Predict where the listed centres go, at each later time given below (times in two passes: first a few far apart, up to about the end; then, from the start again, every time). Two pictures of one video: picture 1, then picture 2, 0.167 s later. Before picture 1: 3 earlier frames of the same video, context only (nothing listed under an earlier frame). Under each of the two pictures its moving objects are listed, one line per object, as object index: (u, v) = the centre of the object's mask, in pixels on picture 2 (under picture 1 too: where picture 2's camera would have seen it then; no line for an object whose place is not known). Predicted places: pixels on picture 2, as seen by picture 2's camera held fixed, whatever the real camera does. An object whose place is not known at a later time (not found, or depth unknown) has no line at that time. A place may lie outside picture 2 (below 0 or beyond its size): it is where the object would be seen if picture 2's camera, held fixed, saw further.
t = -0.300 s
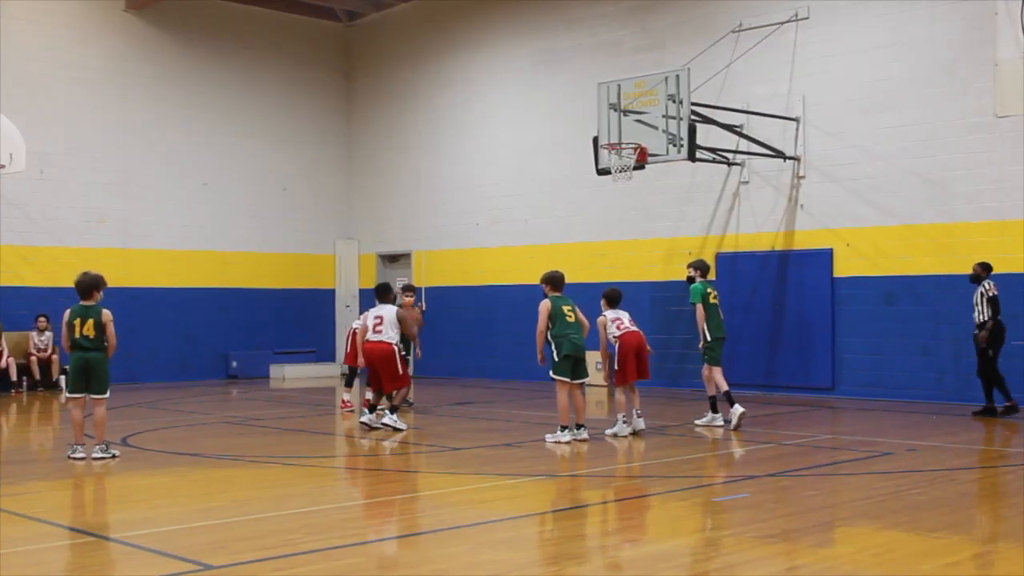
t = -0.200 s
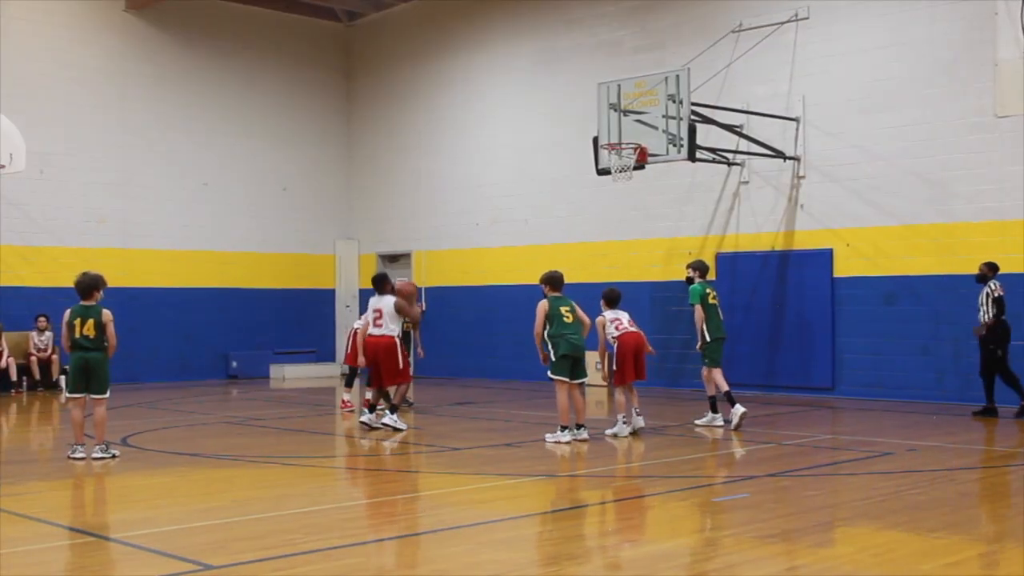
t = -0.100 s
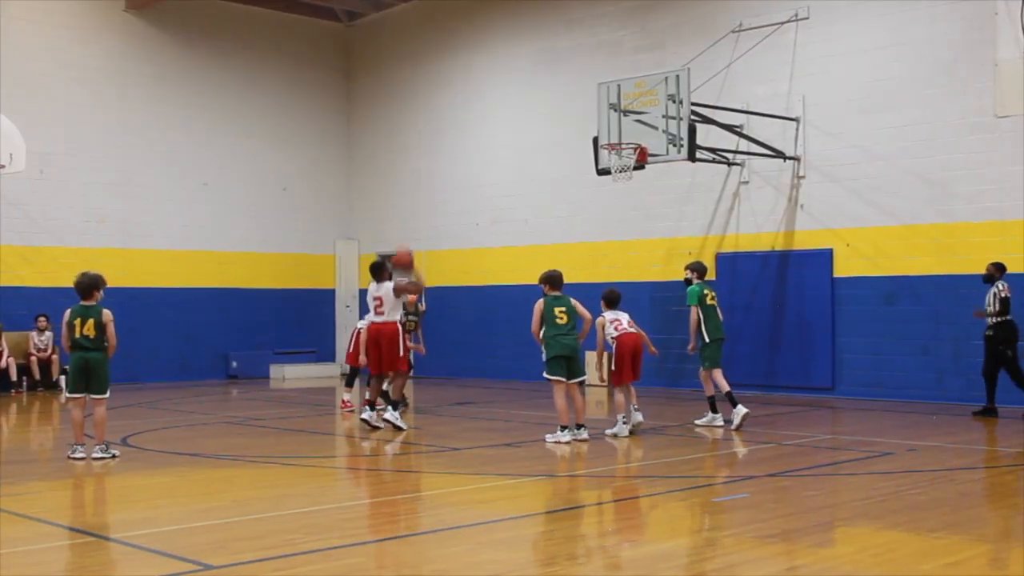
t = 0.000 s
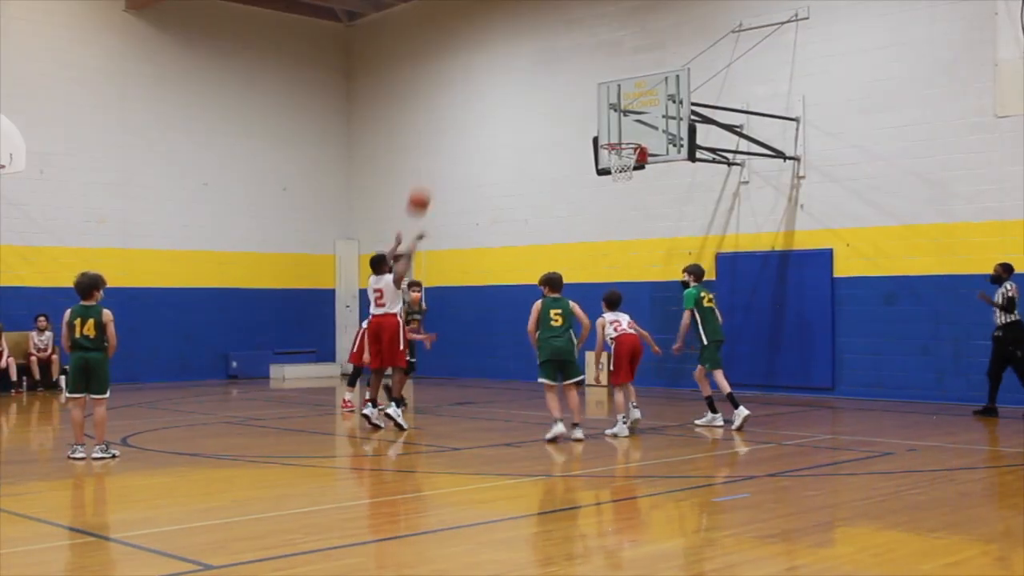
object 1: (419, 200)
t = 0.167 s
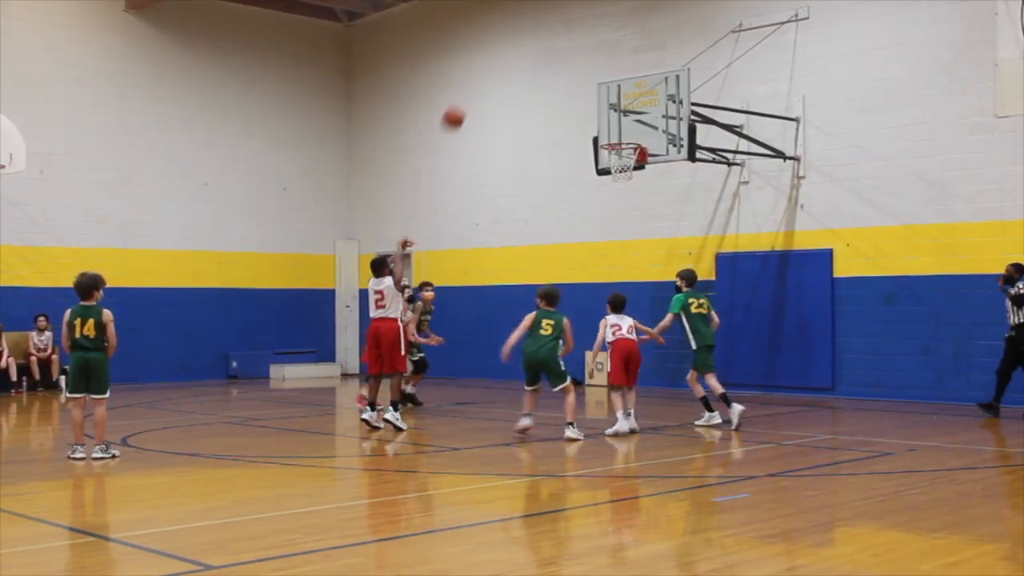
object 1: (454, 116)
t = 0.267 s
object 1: (473, 81)
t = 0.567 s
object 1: (529, 33)
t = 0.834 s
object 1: (574, 57)
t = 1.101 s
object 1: (618, 136)
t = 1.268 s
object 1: (631, 166)
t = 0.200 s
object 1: (460, 104)
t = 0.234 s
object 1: (467, 92)
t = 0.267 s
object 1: (473, 81)
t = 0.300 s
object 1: (480, 72)
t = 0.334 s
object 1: (486, 64)
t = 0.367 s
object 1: (492, 56)
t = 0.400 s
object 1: (499, 49)
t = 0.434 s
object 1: (505, 44)
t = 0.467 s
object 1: (511, 40)
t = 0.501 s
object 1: (517, 36)
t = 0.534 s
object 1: (523, 34)
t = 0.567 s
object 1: (529, 33)
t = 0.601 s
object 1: (535, 33)
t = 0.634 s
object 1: (540, 33)
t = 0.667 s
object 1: (546, 35)
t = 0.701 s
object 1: (552, 38)
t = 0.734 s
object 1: (558, 41)
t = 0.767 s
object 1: (563, 46)
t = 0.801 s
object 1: (569, 51)
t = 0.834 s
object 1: (574, 57)
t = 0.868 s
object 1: (580, 64)
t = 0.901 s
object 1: (585, 72)
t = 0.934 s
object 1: (591, 81)
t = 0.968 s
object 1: (596, 91)
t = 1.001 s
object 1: (602, 102)
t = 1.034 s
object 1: (606, 113)
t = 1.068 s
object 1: (612, 126)
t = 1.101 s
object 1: (618, 136)
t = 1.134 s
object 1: (622, 152)
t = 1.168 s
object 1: (626, 162)
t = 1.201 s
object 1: (629, 164)
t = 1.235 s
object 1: (630, 166)
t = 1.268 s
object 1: (631, 166)
